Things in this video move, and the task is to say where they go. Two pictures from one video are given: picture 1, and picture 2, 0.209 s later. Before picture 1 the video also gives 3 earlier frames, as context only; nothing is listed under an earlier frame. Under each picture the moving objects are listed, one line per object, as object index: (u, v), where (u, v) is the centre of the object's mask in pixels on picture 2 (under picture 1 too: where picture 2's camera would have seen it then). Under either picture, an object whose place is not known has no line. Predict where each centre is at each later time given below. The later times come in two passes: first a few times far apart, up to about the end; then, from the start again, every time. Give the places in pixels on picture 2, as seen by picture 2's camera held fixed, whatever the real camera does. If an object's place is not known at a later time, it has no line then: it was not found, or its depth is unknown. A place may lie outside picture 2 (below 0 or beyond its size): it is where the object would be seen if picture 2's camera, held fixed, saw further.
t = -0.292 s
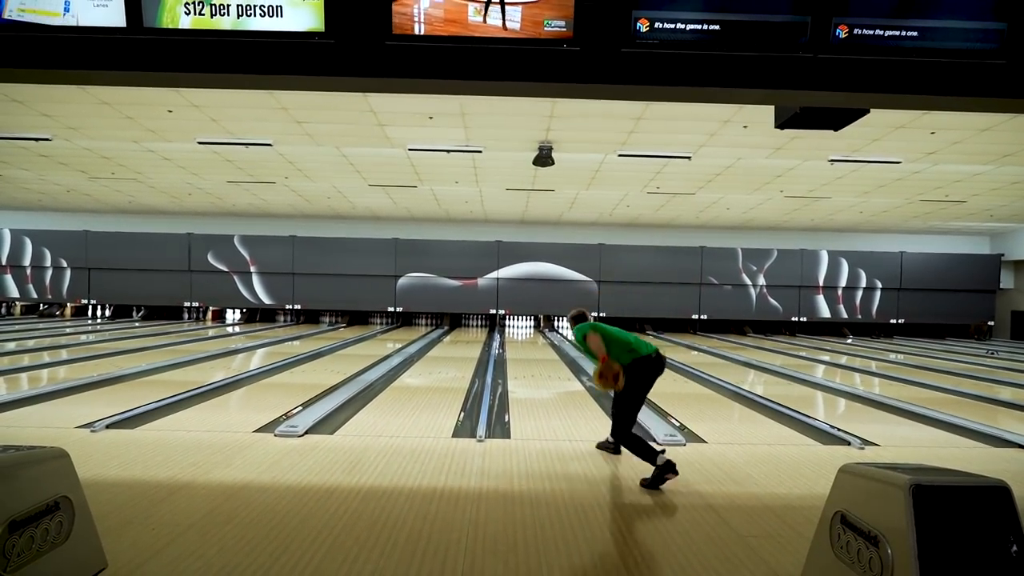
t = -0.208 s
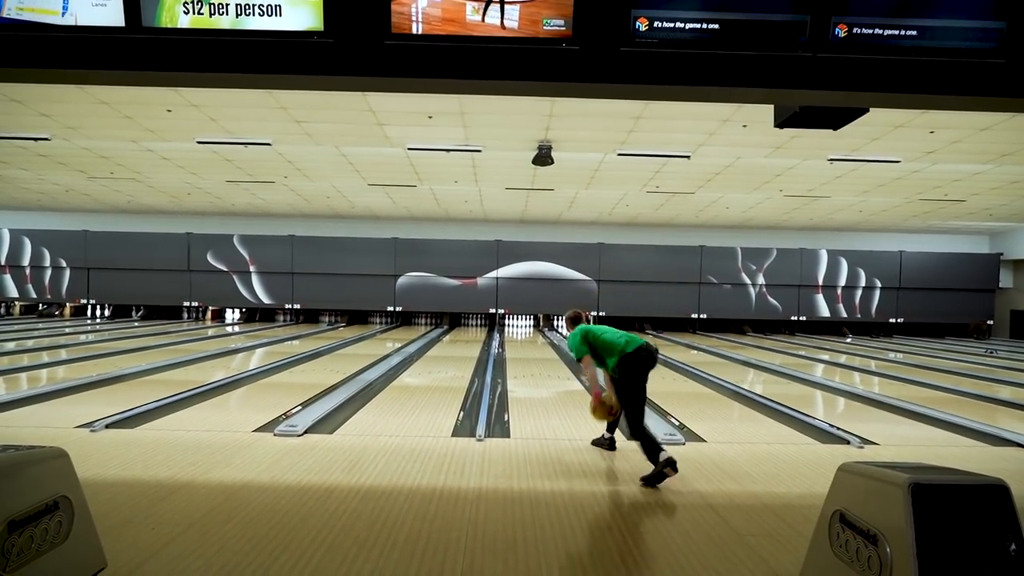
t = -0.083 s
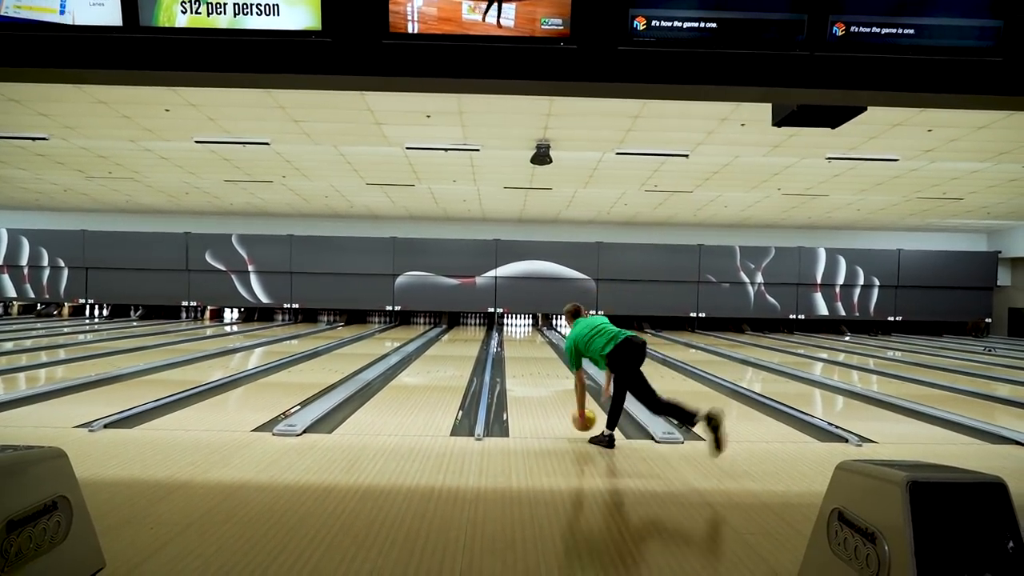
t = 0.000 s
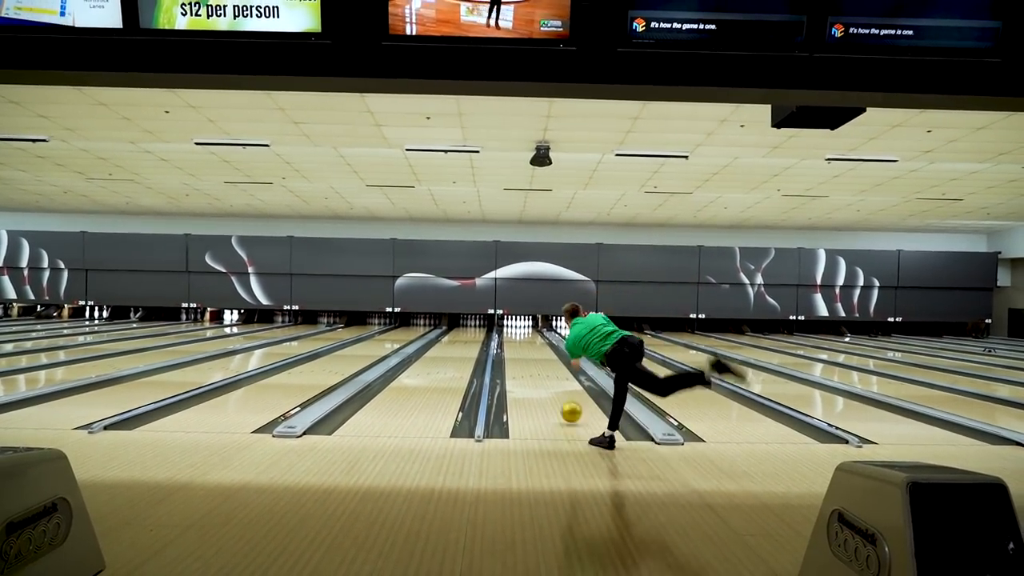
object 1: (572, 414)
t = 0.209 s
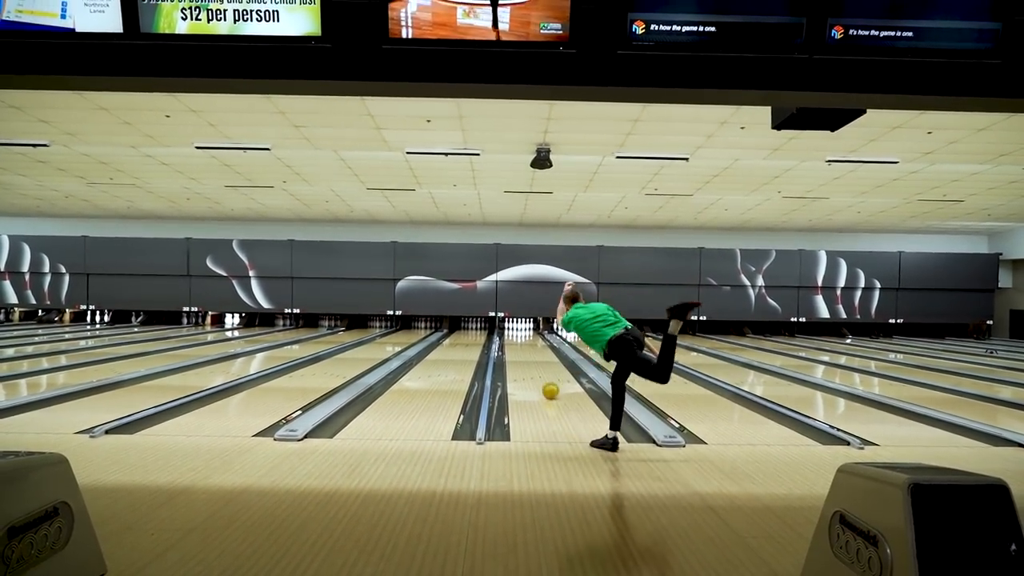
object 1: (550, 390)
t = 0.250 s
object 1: (547, 386)
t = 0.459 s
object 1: (534, 371)
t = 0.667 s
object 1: (525, 359)
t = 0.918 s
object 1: (517, 350)
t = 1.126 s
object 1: (513, 343)
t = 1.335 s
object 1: (511, 338)
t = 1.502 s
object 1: (509, 335)
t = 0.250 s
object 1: (547, 386)
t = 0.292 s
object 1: (544, 383)
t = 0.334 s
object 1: (541, 379)
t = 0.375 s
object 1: (538, 376)
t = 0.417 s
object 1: (536, 373)
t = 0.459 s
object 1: (534, 371)
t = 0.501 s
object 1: (532, 369)
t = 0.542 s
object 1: (531, 366)
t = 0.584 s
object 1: (528, 363)
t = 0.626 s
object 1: (526, 362)
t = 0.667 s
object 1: (525, 359)
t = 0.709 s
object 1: (524, 358)
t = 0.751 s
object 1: (522, 356)
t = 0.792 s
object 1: (521, 355)
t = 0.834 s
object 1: (520, 353)
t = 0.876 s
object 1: (519, 351)
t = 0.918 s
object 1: (517, 350)
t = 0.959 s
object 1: (516, 348)
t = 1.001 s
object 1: (516, 347)
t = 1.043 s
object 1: (515, 346)
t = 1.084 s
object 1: (514, 345)
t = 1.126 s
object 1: (513, 343)
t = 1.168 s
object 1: (513, 342)
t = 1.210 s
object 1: (512, 341)
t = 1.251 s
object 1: (511, 340)
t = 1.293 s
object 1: (511, 339)
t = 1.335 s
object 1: (511, 338)
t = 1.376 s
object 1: (510, 337)
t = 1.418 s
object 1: (510, 337)
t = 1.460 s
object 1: (509, 336)
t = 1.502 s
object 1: (509, 335)
